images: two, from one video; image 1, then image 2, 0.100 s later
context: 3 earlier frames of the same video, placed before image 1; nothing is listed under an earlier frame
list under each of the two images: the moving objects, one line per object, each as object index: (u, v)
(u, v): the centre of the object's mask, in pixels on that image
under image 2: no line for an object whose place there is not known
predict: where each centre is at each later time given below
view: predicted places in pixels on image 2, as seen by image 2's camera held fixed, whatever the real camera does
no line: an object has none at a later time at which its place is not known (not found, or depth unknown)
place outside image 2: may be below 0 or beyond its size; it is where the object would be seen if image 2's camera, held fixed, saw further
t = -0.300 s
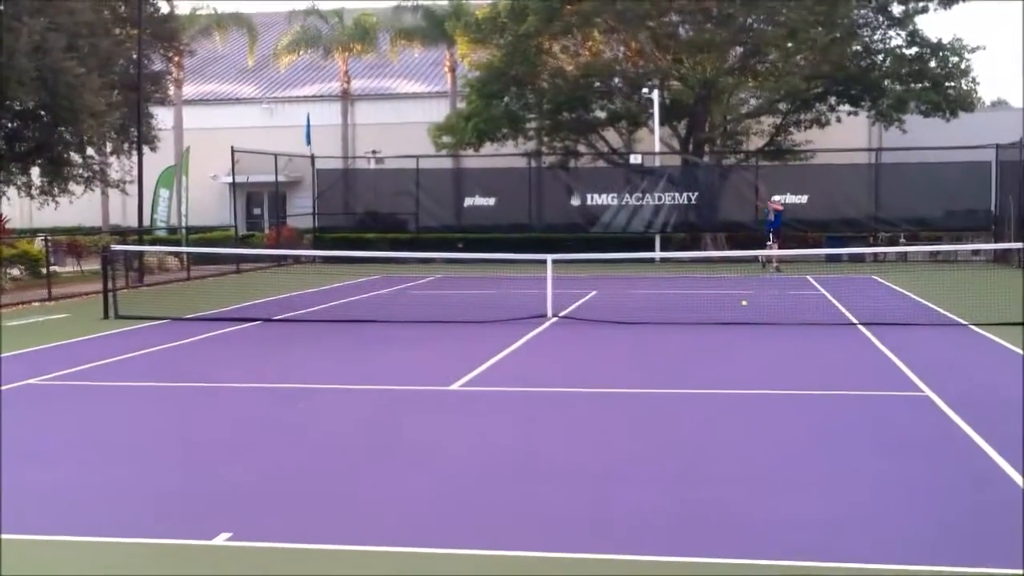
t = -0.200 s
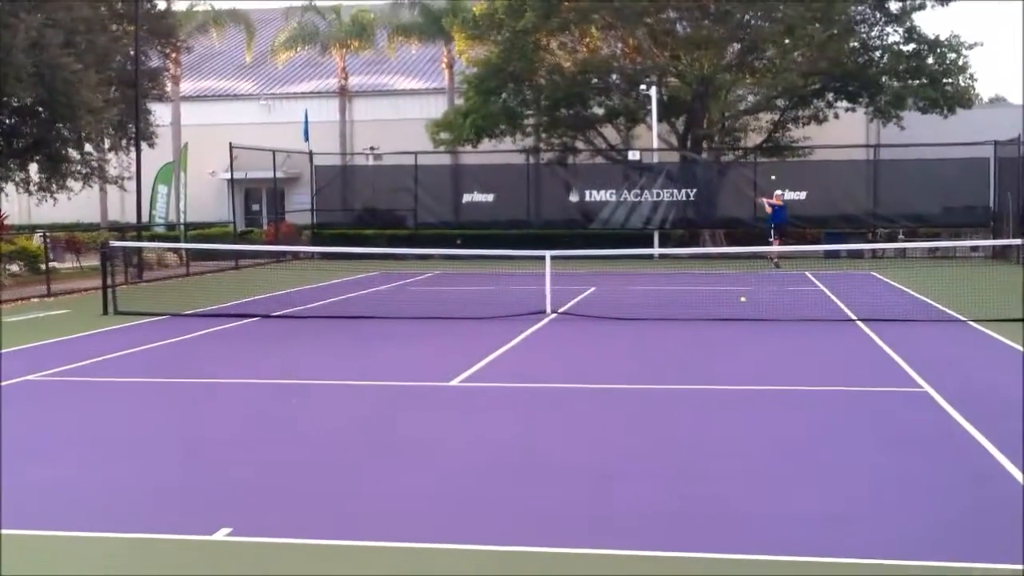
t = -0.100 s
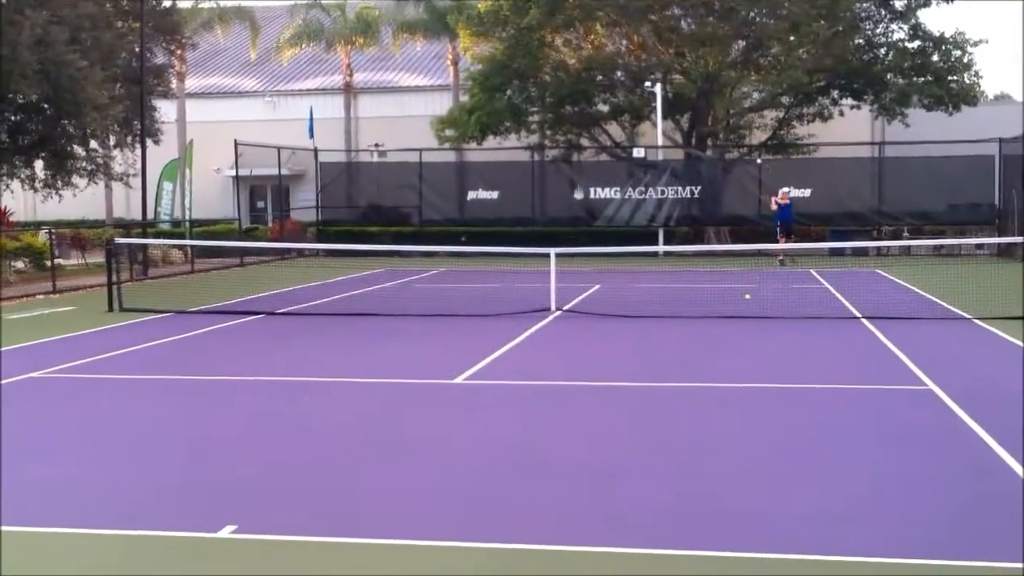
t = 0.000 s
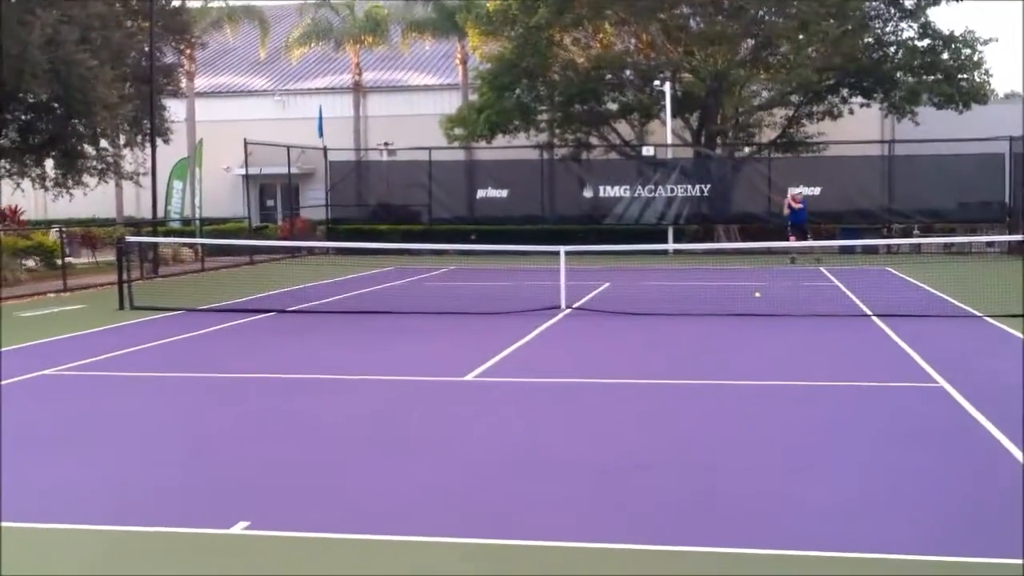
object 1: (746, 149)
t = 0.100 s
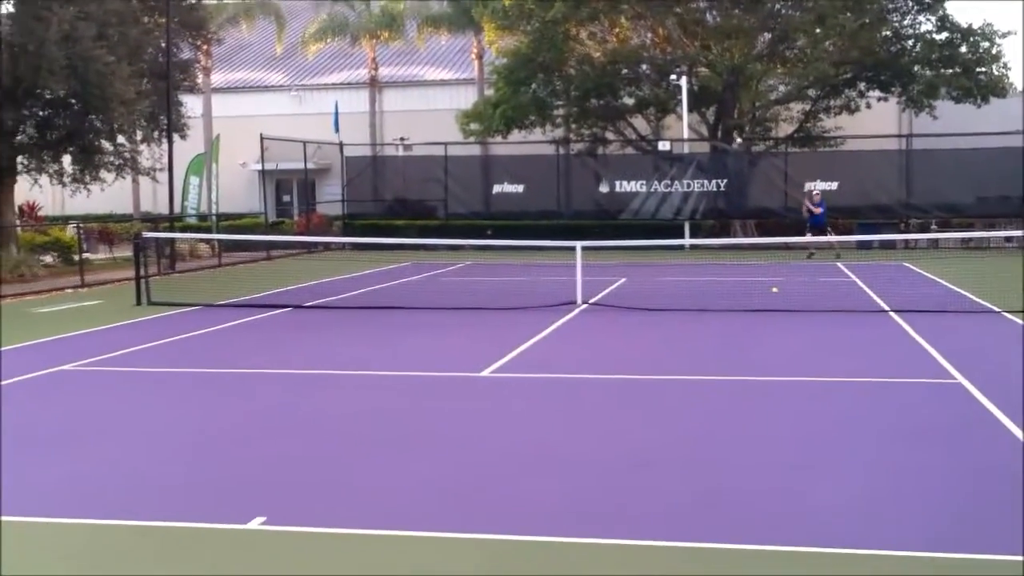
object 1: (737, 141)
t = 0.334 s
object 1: (667, 165)
